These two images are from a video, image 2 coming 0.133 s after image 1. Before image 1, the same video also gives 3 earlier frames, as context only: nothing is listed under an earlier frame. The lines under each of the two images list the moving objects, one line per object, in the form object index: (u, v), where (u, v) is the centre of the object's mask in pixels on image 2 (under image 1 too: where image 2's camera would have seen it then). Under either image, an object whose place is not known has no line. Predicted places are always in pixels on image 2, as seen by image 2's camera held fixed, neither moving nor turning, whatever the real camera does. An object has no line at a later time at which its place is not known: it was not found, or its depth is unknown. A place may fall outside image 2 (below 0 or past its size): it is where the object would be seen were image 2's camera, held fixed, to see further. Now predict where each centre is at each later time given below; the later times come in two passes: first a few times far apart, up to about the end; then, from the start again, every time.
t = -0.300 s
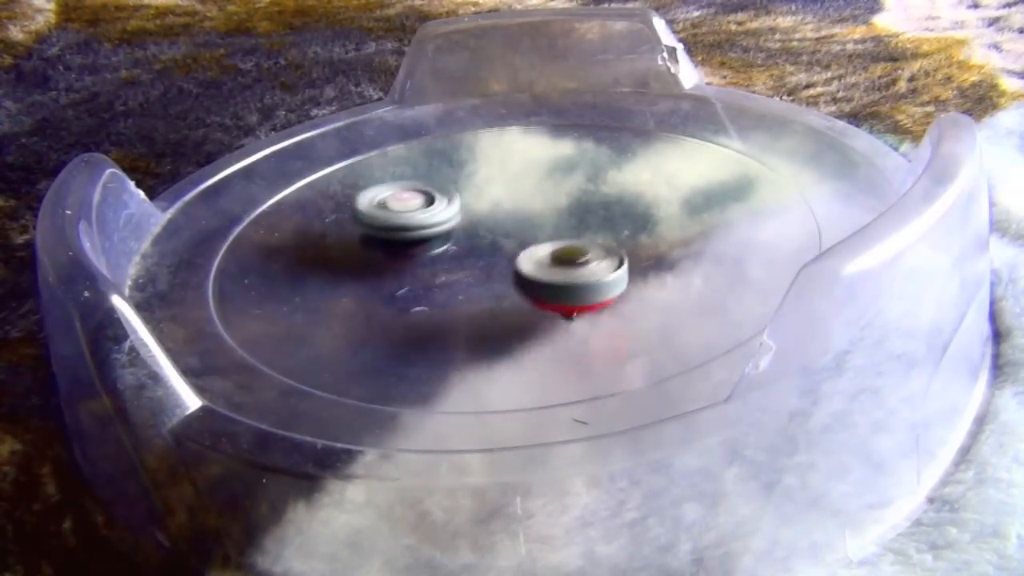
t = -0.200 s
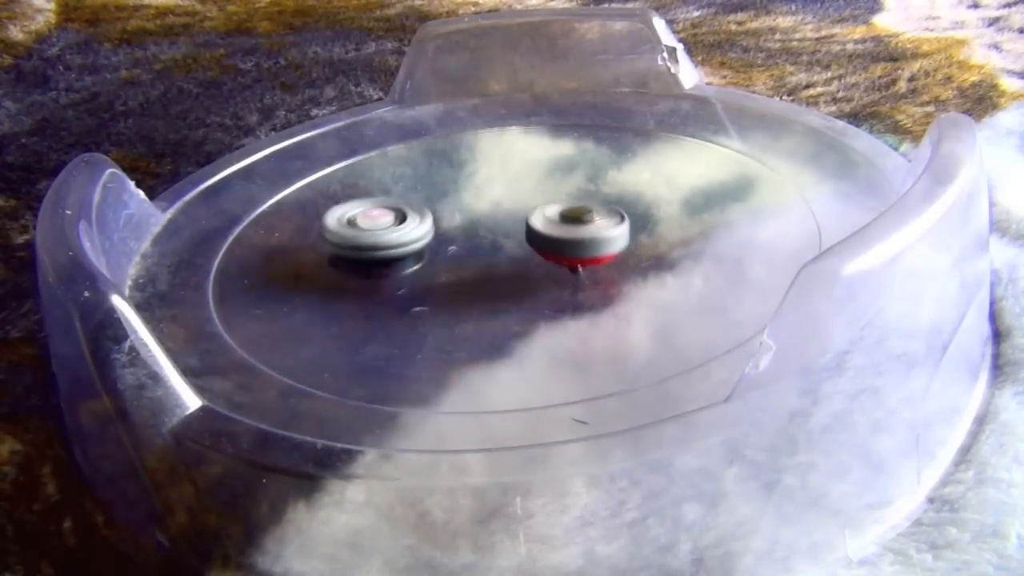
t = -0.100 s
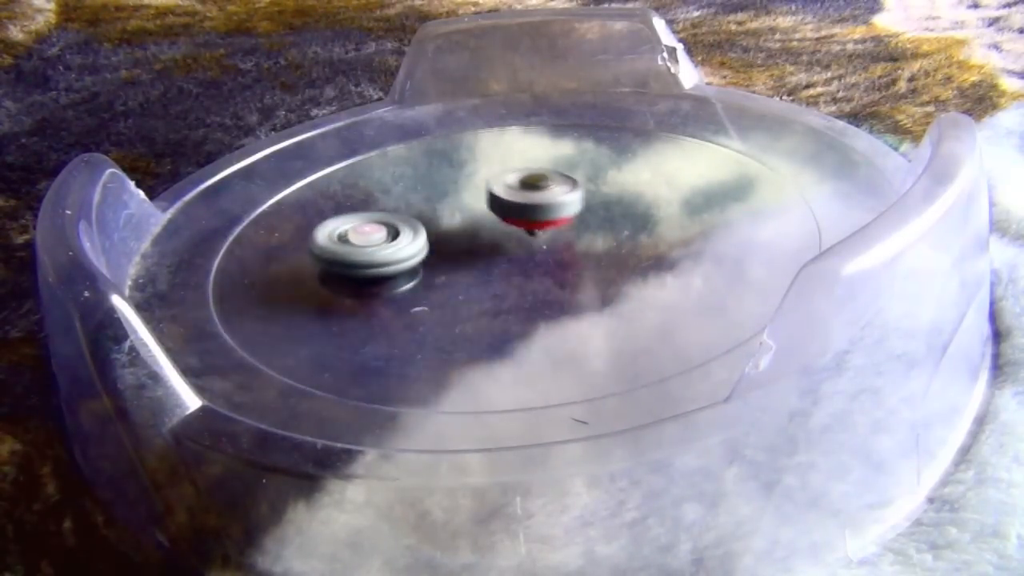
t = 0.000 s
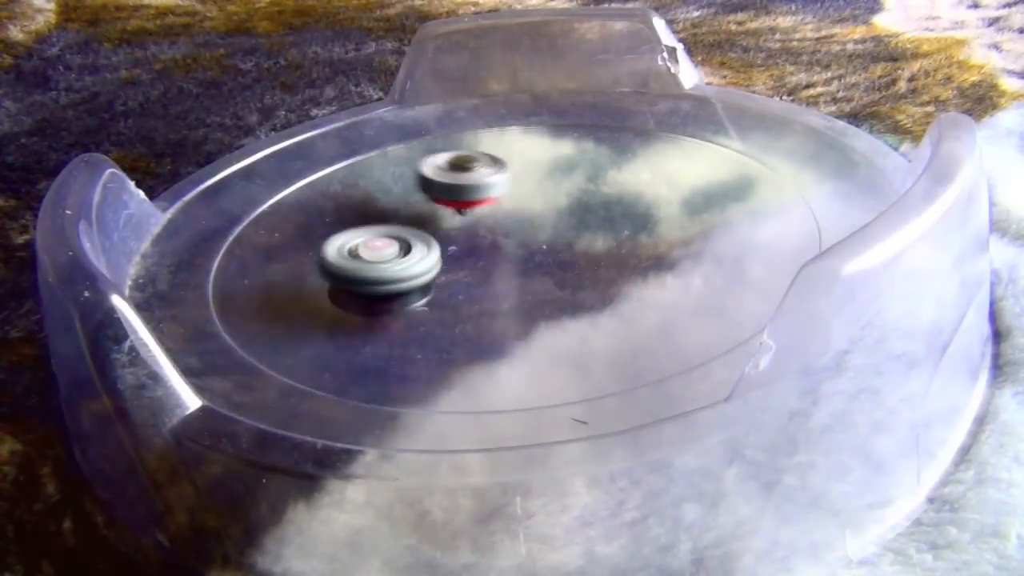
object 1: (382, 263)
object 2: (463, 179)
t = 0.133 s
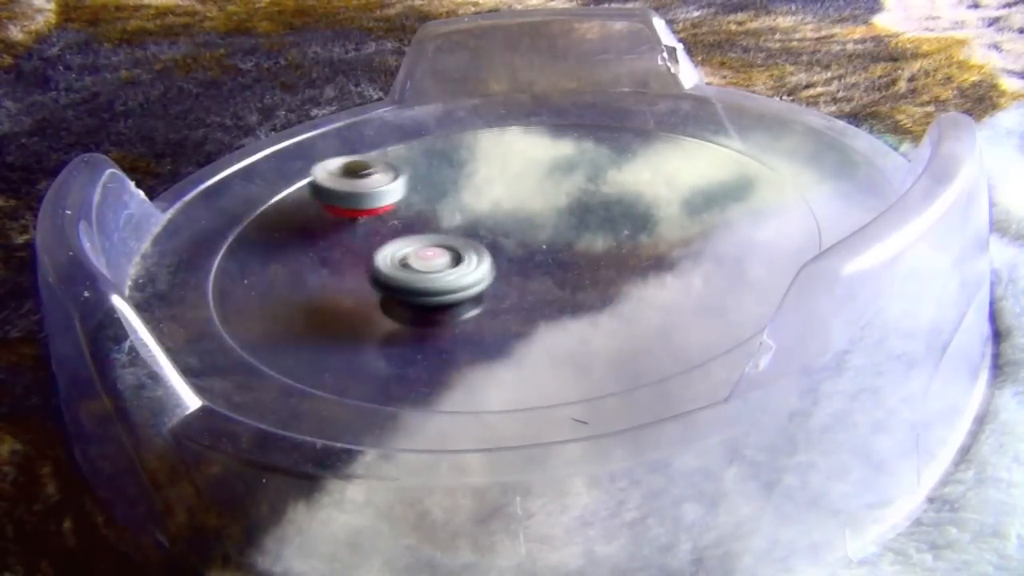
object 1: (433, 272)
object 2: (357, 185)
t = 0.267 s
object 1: (487, 263)
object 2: (291, 224)
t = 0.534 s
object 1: (515, 223)
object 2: (441, 295)
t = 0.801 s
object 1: (445, 204)
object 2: (595, 206)
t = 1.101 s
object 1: (452, 252)
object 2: (423, 162)
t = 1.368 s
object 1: (551, 234)
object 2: (390, 255)
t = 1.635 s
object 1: (508, 198)
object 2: (600, 250)
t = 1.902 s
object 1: (448, 243)
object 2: (569, 171)
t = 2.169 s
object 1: (553, 259)
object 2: (414, 222)
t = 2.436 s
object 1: (560, 208)
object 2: (514, 291)
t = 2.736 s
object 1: (440, 242)
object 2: (614, 217)
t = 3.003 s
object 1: (486, 280)
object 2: (448, 220)
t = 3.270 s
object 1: (538, 247)
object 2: (427, 297)
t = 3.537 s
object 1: (469, 216)
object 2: (576, 268)
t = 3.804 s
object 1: (393, 252)
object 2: (487, 219)
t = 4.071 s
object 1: (455, 284)
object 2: (362, 237)
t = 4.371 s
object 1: (661, 229)
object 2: (303, 246)
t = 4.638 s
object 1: (530, 181)
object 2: (446, 257)
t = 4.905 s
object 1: (401, 195)
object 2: (511, 236)
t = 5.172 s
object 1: (400, 250)
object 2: (491, 193)
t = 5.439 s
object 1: (518, 269)
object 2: (435, 216)
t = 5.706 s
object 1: (593, 218)
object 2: (472, 237)
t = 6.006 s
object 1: (670, 125)
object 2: (284, 284)
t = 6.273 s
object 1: (492, 181)
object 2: (473, 309)
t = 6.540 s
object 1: (457, 283)
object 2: (548, 234)
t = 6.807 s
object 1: (615, 275)
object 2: (432, 191)
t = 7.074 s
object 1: (557, 232)
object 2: (374, 231)
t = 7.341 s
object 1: (629, 203)
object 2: (177, 253)
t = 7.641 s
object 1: (487, 218)
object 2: (384, 307)
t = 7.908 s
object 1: (409, 157)
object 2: (636, 333)
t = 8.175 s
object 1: (311, 165)
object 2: (733, 234)
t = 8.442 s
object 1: (358, 236)
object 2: (610, 184)
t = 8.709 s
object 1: (514, 246)
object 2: (429, 213)
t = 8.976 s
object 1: (564, 205)
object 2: (367, 275)
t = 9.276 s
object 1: (523, 217)
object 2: (471, 288)
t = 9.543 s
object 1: (544, 186)
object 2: (455, 318)
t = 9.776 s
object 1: (490, 197)
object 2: (522, 308)
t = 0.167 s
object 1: (448, 271)
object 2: (336, 193)
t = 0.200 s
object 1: (462, 269)
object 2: (316, 203)
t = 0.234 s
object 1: (476, 266)
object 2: (302, 213)
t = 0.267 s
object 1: (487, 263)
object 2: (291, 224)
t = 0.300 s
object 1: (497, 257)
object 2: (287, 236)
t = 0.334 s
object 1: (504, 253)
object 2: (289, 249)
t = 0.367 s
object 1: (510, 248)
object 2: (299, 262)
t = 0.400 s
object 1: (513, 243)
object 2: (316, 274)
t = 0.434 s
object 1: (515, 238)
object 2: (340, 284)
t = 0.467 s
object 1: (516, 233)
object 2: (371, 291)
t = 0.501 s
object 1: (516, 228)
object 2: (405, 295)
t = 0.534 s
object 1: (515, 223)
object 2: (441, 295)
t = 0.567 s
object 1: (513, 220)
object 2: (477, 291)
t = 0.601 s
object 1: (507, 215)
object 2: (509, 285)
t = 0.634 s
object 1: (500, 208)
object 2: (539, 275)
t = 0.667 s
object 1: (491, 204)
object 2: (563, 262)
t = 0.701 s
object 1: (482, 204)
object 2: (581, 249)
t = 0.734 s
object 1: (469, 205)
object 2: (592, 235)
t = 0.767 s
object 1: (458, 202)
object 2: (597, 221)
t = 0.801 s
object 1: (445, 204)
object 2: (595, 206)
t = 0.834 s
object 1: (433, 207)
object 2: (589, 192)
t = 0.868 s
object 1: (426, 211)
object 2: (577, 180)
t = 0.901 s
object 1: (419, 217)
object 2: (560, 170)
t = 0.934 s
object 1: (415, 224)
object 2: (541, 162)
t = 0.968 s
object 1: (414, 228)
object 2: (517, 156)
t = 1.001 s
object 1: (417, 235)
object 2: (493, 153)
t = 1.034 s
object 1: (425, 242)
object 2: (468, 154)
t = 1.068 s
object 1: (437, 248)
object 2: (444, 157)
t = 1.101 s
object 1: (452, 252)
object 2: (423, 162)
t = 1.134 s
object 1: (467, 255)
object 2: (403, 171)
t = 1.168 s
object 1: (482, 256)
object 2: (387, 180)
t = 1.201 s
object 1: (498, 255)
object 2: (375, 193)
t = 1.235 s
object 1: (513, 252)
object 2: (368, 206)
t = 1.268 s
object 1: (524, 248)
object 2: (366, 218)
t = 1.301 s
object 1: (536, 245)
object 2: (369, 231)
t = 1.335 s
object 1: (545, 239)
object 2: (377, 243)
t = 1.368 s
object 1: (551, 234)
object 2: (390, 255)
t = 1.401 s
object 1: (556, 227)
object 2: (408, 265)
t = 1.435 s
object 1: (558, 217)
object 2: (432, 272)
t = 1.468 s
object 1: (557, 213)
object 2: (460, 276)
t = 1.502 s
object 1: (554, 206)
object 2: (492, 277)
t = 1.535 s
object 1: (547, 203)
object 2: (523, 275)
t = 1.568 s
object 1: (536, 199)
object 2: (552, 269)
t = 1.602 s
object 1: (524, 192)
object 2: (578, 261)
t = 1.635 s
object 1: (508, 198)
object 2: (600, 250)
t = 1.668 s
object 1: (493, 200)
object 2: (617, 237)
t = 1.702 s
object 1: (478, 199)
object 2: (626, 223)
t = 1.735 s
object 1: (464, 204)
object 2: (630, 210)
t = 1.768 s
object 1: (452, 213)
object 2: (628, 199)
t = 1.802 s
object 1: (445, 219)
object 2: (619, 190)
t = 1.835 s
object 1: (442, 228)
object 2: (606, 181)
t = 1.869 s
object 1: (443, 235)
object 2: (590, 175)
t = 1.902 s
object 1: (448, 243)
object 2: (569, 171)
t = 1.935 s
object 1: (456, 250)
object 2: (548, 170)
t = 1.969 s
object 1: (468, 256)
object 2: (526, 171)
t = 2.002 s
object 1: (481, 260)
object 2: (503, 175)
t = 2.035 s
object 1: (494, 262)
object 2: (480, 181)
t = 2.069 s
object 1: (509, 262)
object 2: (460, 188)
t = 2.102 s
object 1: (525, 263)
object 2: (440, 199)
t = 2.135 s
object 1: (539, 261)
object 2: (425, 210)
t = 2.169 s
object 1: (553, 259)
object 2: (414, 222)
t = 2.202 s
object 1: (568, 253)
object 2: (407, 235)
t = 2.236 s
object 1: (579, 247)
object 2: (405, 247)
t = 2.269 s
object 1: (588, 240)
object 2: (409, 259)
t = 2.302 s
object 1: (591, 233)
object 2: (420, 270)
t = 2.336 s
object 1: (591, 225)
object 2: (437, 280)
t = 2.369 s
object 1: (586, 219)
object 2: (460, 286)
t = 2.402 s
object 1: (576, 213)
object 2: (485, 290)
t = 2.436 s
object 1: (560, 208)
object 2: (514, 291)
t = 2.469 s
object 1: (546, 208)
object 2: (542, 288)
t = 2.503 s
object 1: (528, 208)
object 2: (568, 282)
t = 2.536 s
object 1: (510, 211)
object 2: (592, 274)
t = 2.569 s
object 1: (492, 213)
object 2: (609, 264)
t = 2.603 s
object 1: (477, 217)
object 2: (621, 254)
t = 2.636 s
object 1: (465, 224)
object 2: (627, 243)
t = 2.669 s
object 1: (454, 230)
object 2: (627, 233)
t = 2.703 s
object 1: (447, 236)
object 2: (623, 225)
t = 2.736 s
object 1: (440, 242)
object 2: (614, 217)
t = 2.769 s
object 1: (437, 249)
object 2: (601, 211)
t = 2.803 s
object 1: (433, 256)
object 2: (585, 207)
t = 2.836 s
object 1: (433, 262)
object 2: (565, 205)
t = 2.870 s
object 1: (437, 267)
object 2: (541, 204)
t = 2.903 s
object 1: (444, 275)
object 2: (518, 205)
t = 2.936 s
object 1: (456, 277)
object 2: (494, 208)
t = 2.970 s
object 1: (470, 280)
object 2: (471, 213)
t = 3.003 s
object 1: (486, 280)
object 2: (448, 220)
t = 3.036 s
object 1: (501, 279)
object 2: (430, 230)
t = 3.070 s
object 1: (514, 276)
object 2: (416, 241)
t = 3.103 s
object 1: (523, 271)
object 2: (405, 251)
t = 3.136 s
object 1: (529, 264)
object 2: (399, 260)
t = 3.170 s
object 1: (534, 262)
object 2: (398, 272)
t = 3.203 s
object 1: (534, 255)
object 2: (403, 282)
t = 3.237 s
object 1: (536, 251)
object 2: (412, 291)
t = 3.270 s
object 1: (538, 247)
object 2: (427, 297)
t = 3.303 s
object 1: (538, 243)
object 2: (447, 302)
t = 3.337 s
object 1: (538, 237)
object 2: (470, 304)
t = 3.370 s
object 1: (533, 231)
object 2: (493, 302)
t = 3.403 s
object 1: (526, 229)
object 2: (516, 299)
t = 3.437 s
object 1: (515, 223)
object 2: (538, 293)
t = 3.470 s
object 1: (500, 218)
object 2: (556, 285)
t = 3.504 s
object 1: (484, 215)
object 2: (569, 277)
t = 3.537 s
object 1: (469, 216)
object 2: (576, 268)
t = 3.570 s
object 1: (453, 219)
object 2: (576, 259)
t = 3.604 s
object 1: (437, 222)
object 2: (572, 251)
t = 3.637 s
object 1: (425, 227)
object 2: (562, 244)
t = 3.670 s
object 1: (415, 231)
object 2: (549, 237)
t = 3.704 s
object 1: (411, 237)
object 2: (532, 231)
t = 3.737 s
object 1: (408, 243)
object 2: (513, 227)
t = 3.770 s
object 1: (399, 250)
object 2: (501, 222)
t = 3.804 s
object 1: (393, 252)
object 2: (487, 219)
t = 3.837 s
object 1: (389, 256)
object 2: (471, 217)
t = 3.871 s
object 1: (388, 260)
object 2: (454, 216)
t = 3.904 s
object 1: (389, 262)
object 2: (435, 214)
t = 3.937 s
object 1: (393, 268)
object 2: (417, 215)
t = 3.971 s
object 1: (402, 273)
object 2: (400, 218)
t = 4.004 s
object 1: (414, 277)
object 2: (385, 222)
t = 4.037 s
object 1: (429, 278)
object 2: (369, 233)
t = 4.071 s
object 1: (455, 284)
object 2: (362, 237)
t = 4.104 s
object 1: (494, 291)
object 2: (343, 226)
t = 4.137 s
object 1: (532, 297)
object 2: (330, 218)
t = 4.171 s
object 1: (567, 297)
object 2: (320, 215)
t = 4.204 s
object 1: (597, 289)
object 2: (313, 216)
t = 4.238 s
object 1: (623, 279)
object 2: (307, 219)
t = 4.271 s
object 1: (643, 268)
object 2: (302, 225)
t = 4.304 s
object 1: (655, 253)
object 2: (299, 232)
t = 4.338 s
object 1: (660, 241)
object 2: (299, 239)
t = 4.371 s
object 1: (661, 229)
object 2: (303, 246)
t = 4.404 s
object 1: (657, 221)
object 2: (313, 254)
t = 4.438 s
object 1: (647, 208)
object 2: (327, 260)
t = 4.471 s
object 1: (634, 200)
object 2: (345, 264)
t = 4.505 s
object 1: (616, 193)
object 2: (365, 267)
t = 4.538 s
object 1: (598, 187)
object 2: (387, 268)
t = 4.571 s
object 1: (576, 183)
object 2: (408, 266)
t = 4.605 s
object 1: (553, 181)
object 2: (428, 262)
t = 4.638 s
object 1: (530, 181)
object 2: (446, 257)
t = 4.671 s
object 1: (506, 183)
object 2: (459, 251)
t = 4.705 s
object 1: (485, 185)
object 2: (469, 245)
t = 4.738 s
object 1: (467, 182)
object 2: (471, 248)
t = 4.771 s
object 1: (451, 178)
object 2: (475, 251)
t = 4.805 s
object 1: (436, 179)
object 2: (481, 251)
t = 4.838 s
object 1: (423, 183)
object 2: (490, 247)
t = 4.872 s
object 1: (412, 189)
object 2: (501, 242)
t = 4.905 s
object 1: (401, 195)
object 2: (511, 236)
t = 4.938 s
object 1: (392, 202)
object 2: (519, 229)
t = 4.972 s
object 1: (384, 208)
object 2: (523, 222)
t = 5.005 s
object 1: (379, 217)
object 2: (525, 215)
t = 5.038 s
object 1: (377, 225)
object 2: (523, 208)
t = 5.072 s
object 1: (378, 234)
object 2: (518, 202)
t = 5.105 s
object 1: (383, 241)
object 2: (512, 197)
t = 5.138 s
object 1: (391, 245)
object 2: (502, 194)
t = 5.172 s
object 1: (400, 250)
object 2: (491, 193)
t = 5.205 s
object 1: (413, 252)
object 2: (480, 194)
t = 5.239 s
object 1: (424, 255)
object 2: (470, 194)
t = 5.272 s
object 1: (435, 257)
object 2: (460, 196)
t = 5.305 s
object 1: (447, 259)
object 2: (452, 199)
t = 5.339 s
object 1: (461, 260)
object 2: (444, 204)
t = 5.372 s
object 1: (478, 262)
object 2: (439, 209)
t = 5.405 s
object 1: (498, 268)
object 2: (436, 212)
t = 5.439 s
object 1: (518, 269)
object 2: (435, 216)
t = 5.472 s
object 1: (537, 268)
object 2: (433, 219)
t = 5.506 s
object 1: (555, 262)
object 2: (431, 222)
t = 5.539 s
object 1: (571, 256)
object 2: (431, 226)
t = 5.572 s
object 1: (582, 249)
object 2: (433, 228)
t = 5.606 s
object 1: (590, 240)
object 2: (439, 230)
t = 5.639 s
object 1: (595, 232)
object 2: (449, 233)
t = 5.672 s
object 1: (595, 225)
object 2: (461, 236)
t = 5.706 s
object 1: (593, 218)
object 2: (472, 237)
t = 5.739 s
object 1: (607, 211)
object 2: (465, 240)
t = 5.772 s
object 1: (651, 194)
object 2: (411, 242)
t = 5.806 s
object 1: (684, 175)
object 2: (366, 244)
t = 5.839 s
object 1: (702, 159)
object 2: (331, 245)
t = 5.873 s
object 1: (711, 146)
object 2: (307, 249)
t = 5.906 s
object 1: (711, 136)
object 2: (293, 255)
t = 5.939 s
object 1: (703, 129)
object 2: (285, 264)
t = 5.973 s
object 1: (689, 126)
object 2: (282, 274)
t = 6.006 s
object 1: (670, 125)
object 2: (284, 284)
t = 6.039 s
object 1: (650, 126)
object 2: (293, 292)
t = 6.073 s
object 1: (628, 128)
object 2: (309, 300)
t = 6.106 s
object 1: (605, 132)
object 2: (331, 307)
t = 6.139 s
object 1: (580, 139)
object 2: (357, 312)
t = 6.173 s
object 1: (556, 147)
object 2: (386, 316)
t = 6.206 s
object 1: (534, 158)
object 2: (418, 316)
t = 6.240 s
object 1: (512, 167)
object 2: (447, 314)
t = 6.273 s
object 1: (492, 181)
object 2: (473, 309)
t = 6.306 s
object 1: (475, 194)
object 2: (496, 302)
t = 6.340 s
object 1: (461, 204)
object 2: (518, 292)
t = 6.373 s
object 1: (449, 223)
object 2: (536, 283)
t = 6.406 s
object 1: (442, 236)
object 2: (548, 273)
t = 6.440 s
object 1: (437, 249)
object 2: (554, 263)
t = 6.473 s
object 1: (438, 260)
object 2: (555, 254)
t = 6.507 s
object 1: (446, 272)
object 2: (552, 245)
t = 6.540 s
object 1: (457, 283)
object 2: (548, 234)
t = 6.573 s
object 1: (472, 292)
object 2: (540, 223)
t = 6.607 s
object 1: (491, 297)
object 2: (532, 215)
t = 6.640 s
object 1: (513, 303)
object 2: (521, 206)
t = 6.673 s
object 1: (538, 303)
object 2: (506, 199)
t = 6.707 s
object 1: (563, 296)
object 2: (489, 195)
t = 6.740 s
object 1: (585, 292)
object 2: (471, 193)
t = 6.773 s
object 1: (601, 281)
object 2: (451, 192)
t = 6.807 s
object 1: (615, 275)
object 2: (432, 191)
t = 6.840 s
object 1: (625, 266)
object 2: (414, 193)
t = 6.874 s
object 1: (631, 257)
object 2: (396, 196)
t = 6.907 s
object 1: (631, 249)
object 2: (383, 200)
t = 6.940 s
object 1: (624, 243)
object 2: (374, 206)
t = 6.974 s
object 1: (614, 239)
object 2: (369, 212)
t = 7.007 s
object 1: (598, 237)
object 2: (368, 218)
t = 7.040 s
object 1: (580, 236)
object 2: (369, 224)
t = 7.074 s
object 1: (557, 232)
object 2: (374, 231)
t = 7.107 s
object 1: (534, 232)
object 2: (380, 239)
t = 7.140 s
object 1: (511, 233)
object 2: (387, 245)
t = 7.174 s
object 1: (531, 229)
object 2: (346, 249)
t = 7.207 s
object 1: (572, 223)
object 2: (277, 247)
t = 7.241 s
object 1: (599, 215)
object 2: (221, 246)
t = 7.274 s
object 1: (617, 209)
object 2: (192, 240)
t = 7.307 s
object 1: (627, 204)
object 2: (172, 248)
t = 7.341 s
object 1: (629, 203)
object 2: (177, 253)
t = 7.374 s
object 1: (619, 198)
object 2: (187, 260)
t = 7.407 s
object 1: (607, 199)
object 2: (199, 267)
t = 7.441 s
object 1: (590, 199)
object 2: (212, 274)
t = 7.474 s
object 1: (571, 201)
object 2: (236, 286)
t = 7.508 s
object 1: (553, 202)
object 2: (261, 293)
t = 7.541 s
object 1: (538, 206)
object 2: (287, 298)
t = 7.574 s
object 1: (520, 209)
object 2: (317, 302)
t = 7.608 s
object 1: (502, 214)
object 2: (349, 305)
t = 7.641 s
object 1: (487, 218)
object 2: (384, 307)
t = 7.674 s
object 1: (475, 224)
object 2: (416, 306)
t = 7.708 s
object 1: (469, 232)
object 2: (446, 302)
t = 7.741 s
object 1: (458, 233)
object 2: (472, 296)
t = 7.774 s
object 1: (449, 236)
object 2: (496, 296)
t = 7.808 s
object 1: (439, 211)
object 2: (530, 312)
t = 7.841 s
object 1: (426, 190)
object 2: (565, 324)
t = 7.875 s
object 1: (418, 171)
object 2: (601, 331)
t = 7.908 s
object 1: (409, 157)
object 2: (636, 333)
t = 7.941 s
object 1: (397, 148)
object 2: (660, 323)
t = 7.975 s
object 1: (383, 142)
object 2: (679, 316)
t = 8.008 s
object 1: (367, 141)
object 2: (695, 300)
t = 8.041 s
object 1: (351, 141)
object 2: (710, 287)
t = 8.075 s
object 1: (337, 145)
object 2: (722, 273)
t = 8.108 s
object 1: (325, 150)
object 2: (729, 259)
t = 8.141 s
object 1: (316, 160)
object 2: (733, 246)
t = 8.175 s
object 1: (311, 165)
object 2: (733, 234)
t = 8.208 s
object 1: (309, 175)
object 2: (728, 222)
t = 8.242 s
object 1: (306, 184)
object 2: (720, 211)
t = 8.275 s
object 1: (307, 193)
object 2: (711, 203)
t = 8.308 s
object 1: (312, 204)
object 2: (696, 196)
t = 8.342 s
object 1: (319, 212)
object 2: (678, 190)
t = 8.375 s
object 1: (330, 222)
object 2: (656, 186)
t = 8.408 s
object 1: (343, 231)
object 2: (633, 184)
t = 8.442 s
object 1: (358, 236)
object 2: (610, 184)
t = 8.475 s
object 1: (376, 244)
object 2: (585, 184)
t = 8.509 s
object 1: (395, 246)
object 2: (561, 185)
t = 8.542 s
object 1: (412, 248)
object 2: (538, 187)
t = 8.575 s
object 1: (432, 250)
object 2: (516, 191)
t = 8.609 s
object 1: (453, 250)
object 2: (494, 192)
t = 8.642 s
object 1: (473, 247)
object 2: (469, 193)
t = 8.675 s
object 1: (494, 246)
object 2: (443, 201)
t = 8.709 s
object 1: (514, 246)
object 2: (429, 213)
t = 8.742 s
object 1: (528, 241)
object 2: (413, 221)
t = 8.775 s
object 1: (541, 237)
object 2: (395, 228)
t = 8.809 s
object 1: (554, 230)
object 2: (384, 235)
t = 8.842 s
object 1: (561, 224)
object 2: (376, 242)
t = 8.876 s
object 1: (566, 217)
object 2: (372, 250)
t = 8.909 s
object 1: (569, 212)
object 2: (365, 259)
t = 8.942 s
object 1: (566, 208)
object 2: (363, 268)
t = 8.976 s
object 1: (564, 205)
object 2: (367, 275)
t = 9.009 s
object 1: (560, 203)
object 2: (375, 280)
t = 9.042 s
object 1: (556, 202)
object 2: (384, 285)
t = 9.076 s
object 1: (552, 202)
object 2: (395, 289)
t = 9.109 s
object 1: (547, 202)
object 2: (408, 291)
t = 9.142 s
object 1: (543, 204)
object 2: (421, 292)
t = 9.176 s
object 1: (537, 207)
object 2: (434, 293)
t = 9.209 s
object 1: (532, 210)
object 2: (447, 292)
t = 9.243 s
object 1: (528, 214)
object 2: (459, 290)
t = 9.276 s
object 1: (523, 217)
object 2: (471, 288)
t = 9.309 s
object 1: (521, 219)
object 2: (481, 284)
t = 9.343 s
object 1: (521, 223)
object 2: (490, 281)
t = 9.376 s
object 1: (523, 223)
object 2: (491, 281)
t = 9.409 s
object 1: (525, 223)
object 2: (492, 280)
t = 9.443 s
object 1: (531, 221)
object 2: (491, 285)
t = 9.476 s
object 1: (538, 201)
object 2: (474, 300)
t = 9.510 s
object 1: (544, 187)
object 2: (461, 311)
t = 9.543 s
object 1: (544, 186)
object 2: (455, 318)
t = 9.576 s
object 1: (541, 181)
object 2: (457, 321)
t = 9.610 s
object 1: (535, 181)
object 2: (466, 321)
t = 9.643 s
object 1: (527, 182)
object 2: (477, 321)
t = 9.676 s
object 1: (518, 185)
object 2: (490, 319)
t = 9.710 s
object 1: (508, 189)
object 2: (503, 316)
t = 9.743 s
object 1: (499, 192)
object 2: (513, 312)
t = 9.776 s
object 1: (490, 197)
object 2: (522, 308)
